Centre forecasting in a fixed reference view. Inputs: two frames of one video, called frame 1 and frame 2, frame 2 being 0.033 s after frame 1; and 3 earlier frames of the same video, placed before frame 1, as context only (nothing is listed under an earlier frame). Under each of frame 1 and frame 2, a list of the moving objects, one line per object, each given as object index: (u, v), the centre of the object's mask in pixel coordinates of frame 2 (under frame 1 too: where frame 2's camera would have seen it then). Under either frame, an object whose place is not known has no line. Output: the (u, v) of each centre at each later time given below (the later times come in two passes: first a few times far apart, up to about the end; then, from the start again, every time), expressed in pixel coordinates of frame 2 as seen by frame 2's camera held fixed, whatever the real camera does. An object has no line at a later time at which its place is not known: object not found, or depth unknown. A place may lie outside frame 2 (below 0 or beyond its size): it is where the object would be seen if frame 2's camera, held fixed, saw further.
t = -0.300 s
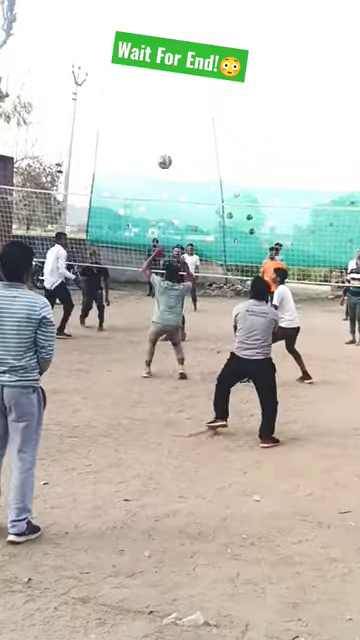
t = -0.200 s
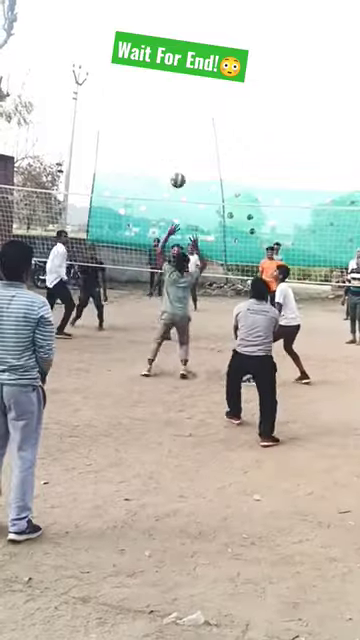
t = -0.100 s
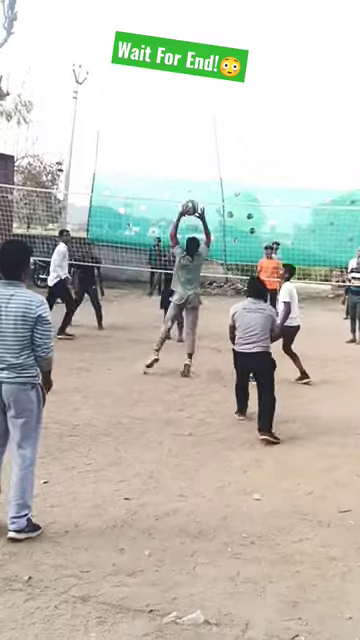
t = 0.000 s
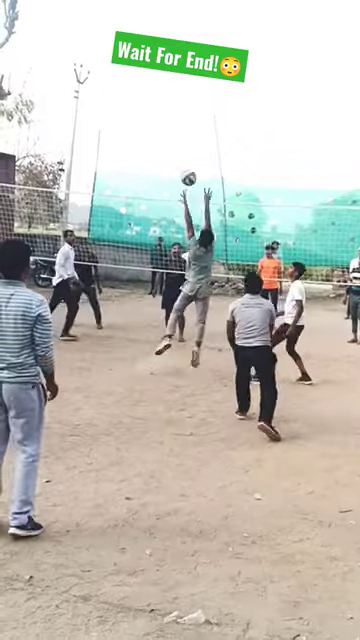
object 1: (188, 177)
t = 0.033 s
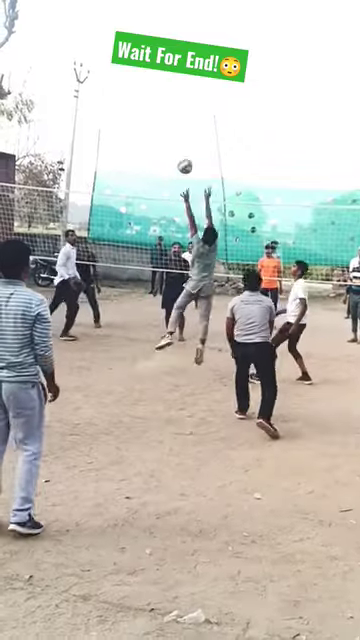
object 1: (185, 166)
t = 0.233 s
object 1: (165, 120)
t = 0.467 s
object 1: (141, 107)
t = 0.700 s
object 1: (118, 131)
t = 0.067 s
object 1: (181, 156)
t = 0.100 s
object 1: (178, 147)
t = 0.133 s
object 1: (175, 139)
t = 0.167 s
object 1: (171, 132)
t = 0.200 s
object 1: (168, 126)
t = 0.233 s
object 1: (165, 120)
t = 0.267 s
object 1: (161, 116)
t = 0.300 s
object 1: (158, 113)
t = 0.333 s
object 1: (154, 110)
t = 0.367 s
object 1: (151, 108)
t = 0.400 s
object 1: (147, 107)
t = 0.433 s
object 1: (145, 107)
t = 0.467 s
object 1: (141, 107)
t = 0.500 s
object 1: (137, 109)
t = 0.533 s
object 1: (135, 111)
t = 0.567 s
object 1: (131, 113)
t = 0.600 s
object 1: (128, 117)
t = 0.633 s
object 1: (125, 121)
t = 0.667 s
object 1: (122, 126)
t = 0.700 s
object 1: (118, 131)
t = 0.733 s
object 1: (115, 137)
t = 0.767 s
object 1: (112, 144)
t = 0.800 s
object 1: (109, 151)
